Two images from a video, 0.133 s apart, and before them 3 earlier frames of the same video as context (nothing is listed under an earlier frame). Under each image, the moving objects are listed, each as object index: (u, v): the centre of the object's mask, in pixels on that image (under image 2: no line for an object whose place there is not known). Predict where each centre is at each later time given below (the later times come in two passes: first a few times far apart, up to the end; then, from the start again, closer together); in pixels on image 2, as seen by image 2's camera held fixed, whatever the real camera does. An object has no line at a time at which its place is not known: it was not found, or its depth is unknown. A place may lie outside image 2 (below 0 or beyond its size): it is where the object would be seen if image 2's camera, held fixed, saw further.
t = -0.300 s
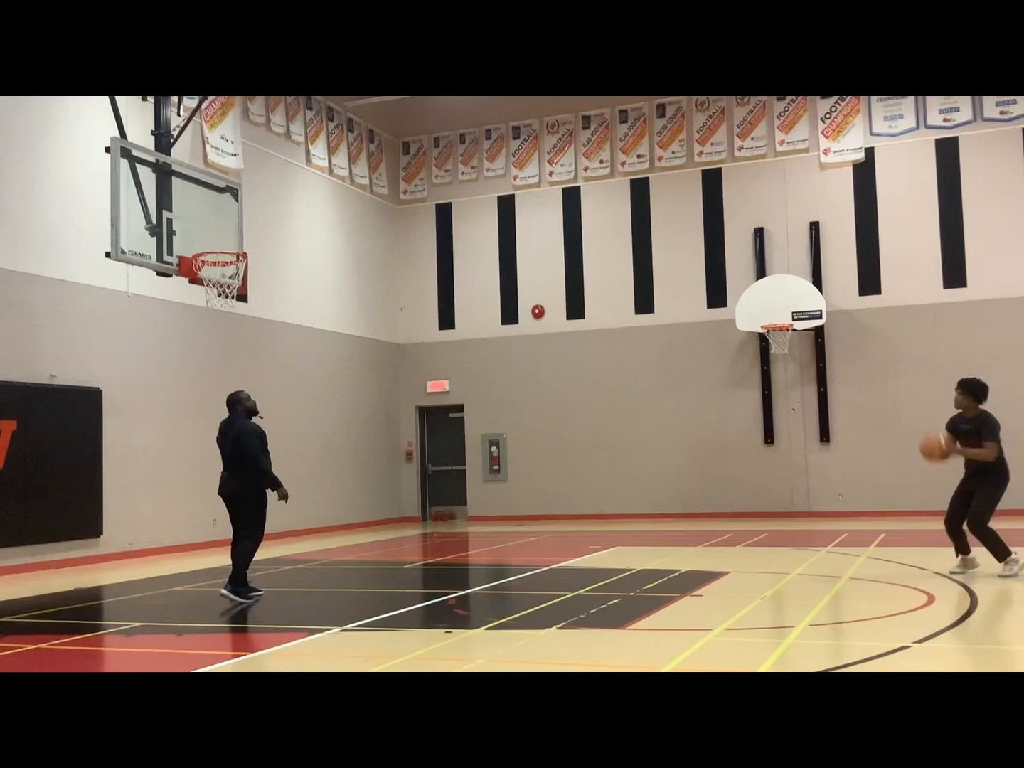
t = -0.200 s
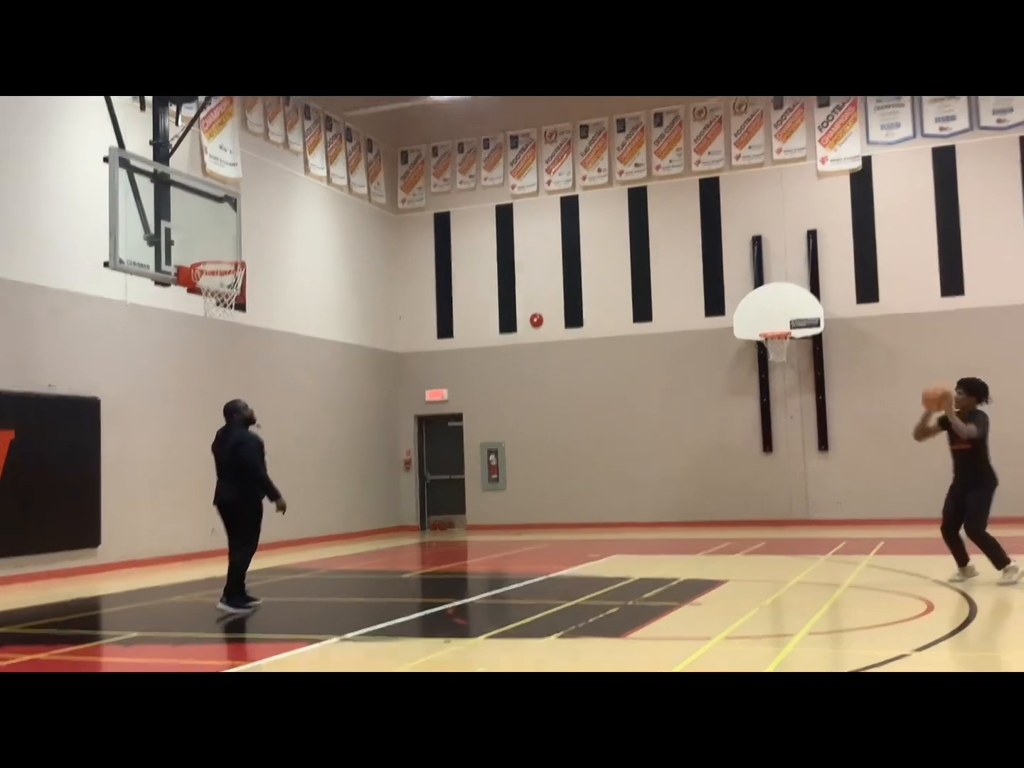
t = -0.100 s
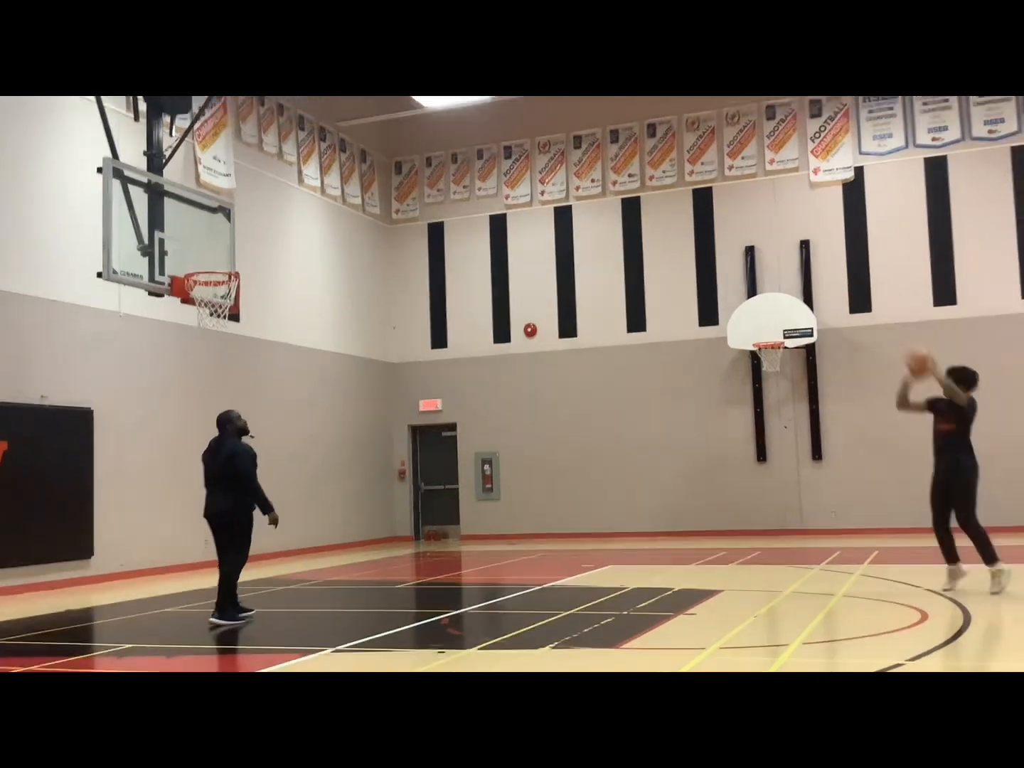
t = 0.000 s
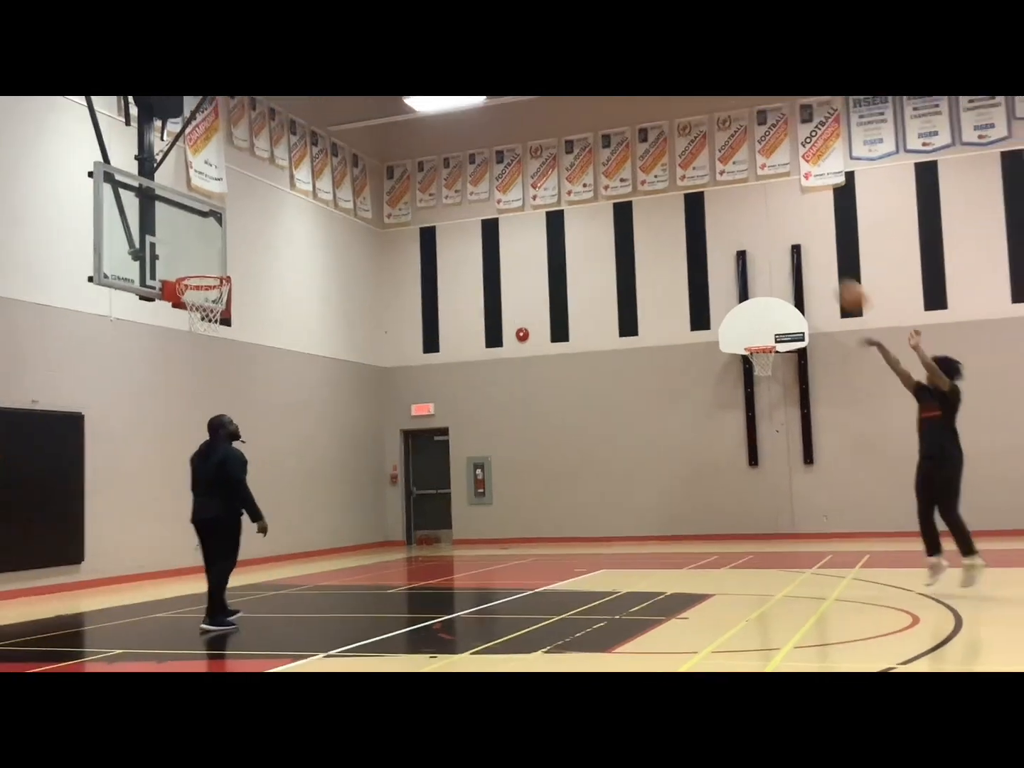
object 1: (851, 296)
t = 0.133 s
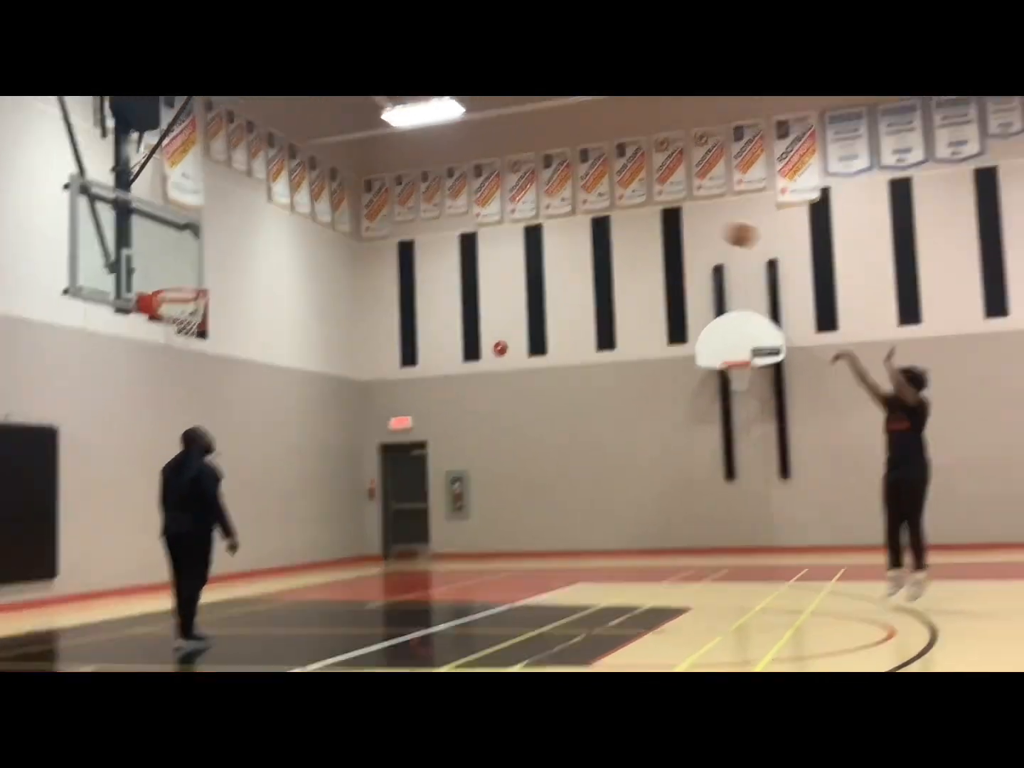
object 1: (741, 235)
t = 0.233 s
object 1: (677, 191)
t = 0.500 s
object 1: (522, 128)
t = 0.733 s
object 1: (395, 134)
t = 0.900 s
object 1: (302, 173)
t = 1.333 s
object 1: (209, 341)
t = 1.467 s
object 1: (233, 372)
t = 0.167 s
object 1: (719, 219)
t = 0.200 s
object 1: (698, 206)
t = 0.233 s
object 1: (677, 191)
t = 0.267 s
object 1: (655, 177)
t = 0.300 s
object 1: (638, 164)
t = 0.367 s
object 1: (598, 146)
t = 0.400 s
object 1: (579, 141)
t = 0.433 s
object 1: (559, 134)
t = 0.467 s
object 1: (540, 131)
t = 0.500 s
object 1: (522, 128)
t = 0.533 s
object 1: (504, 126)
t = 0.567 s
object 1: (486, 126)
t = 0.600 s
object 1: (468, 125)
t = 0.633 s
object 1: (449, 130)
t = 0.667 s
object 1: (430, 131)
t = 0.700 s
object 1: (412, 133)
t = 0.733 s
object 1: (395, 134)
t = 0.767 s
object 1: (374, 137)
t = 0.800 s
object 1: (358, 146)
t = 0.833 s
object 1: (340, 154)
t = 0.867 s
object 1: (322, 163)
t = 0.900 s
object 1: (302, 173)
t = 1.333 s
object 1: (209, 341)
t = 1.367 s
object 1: (215, 347)
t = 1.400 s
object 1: (220, 354)
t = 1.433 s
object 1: (227, 362)
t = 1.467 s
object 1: (233, 372)
